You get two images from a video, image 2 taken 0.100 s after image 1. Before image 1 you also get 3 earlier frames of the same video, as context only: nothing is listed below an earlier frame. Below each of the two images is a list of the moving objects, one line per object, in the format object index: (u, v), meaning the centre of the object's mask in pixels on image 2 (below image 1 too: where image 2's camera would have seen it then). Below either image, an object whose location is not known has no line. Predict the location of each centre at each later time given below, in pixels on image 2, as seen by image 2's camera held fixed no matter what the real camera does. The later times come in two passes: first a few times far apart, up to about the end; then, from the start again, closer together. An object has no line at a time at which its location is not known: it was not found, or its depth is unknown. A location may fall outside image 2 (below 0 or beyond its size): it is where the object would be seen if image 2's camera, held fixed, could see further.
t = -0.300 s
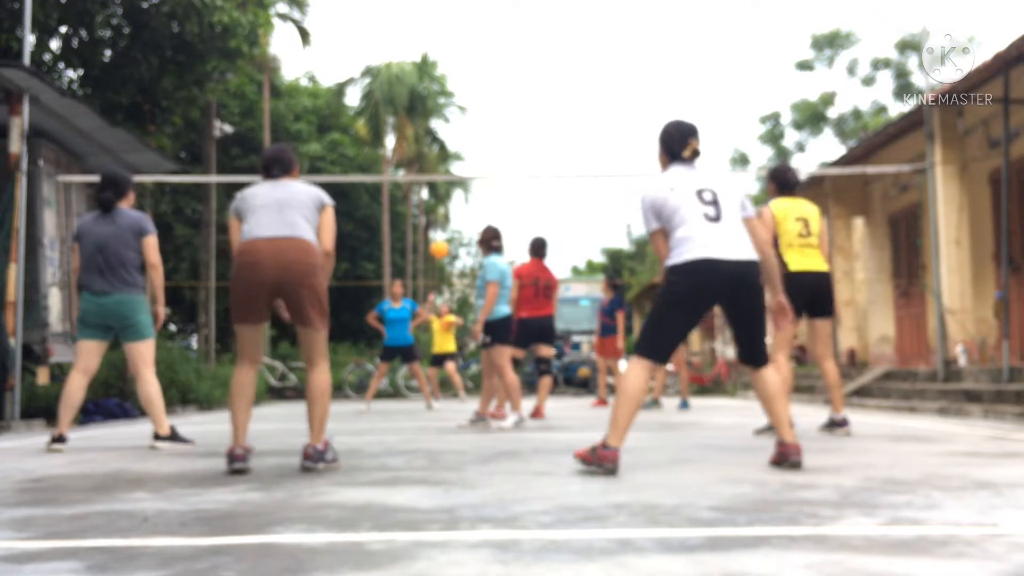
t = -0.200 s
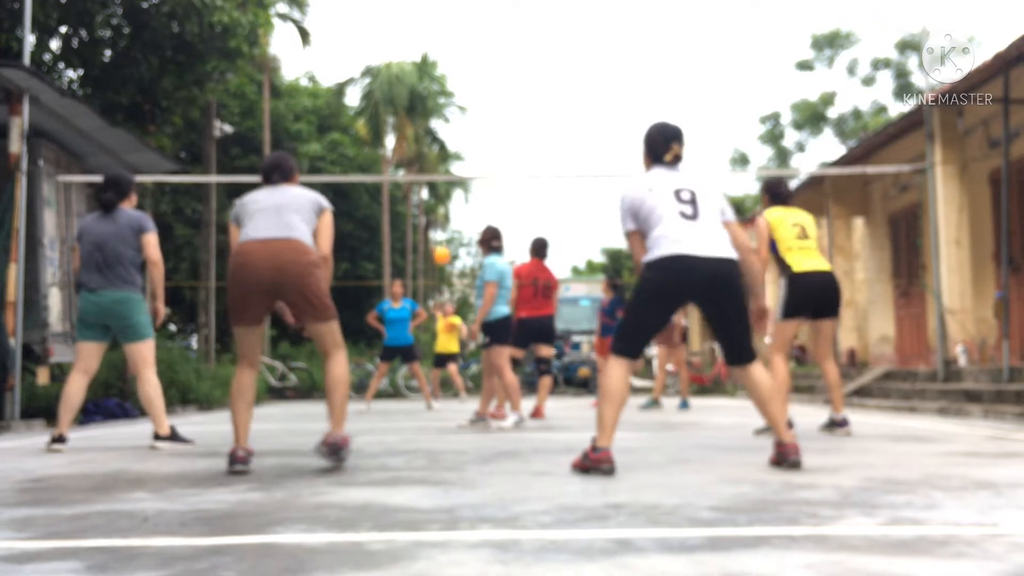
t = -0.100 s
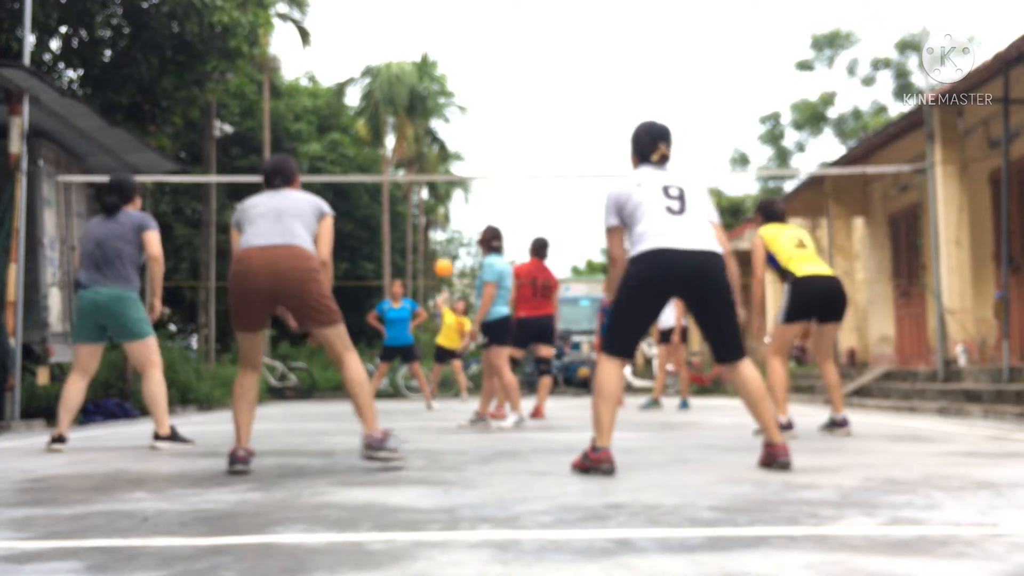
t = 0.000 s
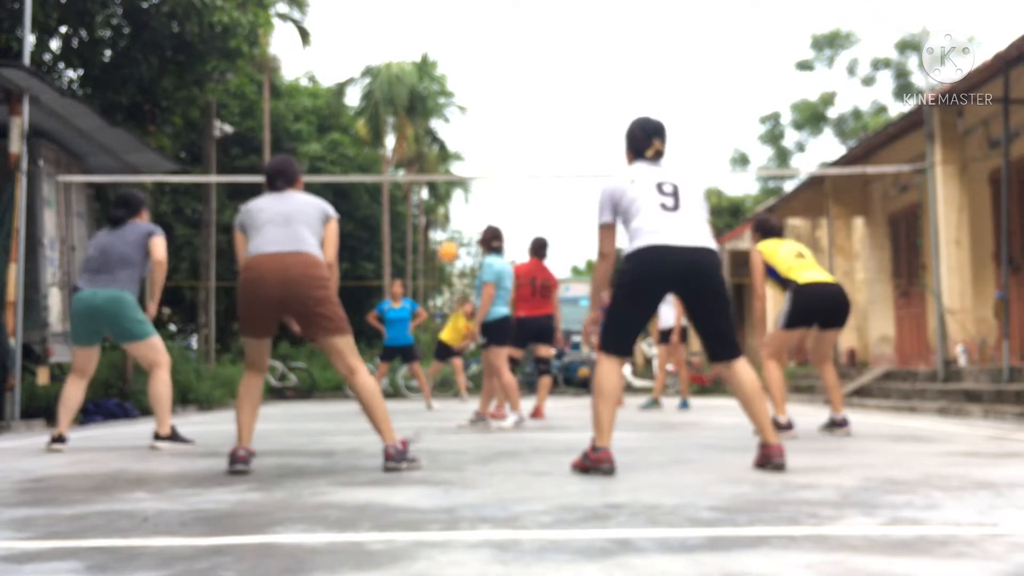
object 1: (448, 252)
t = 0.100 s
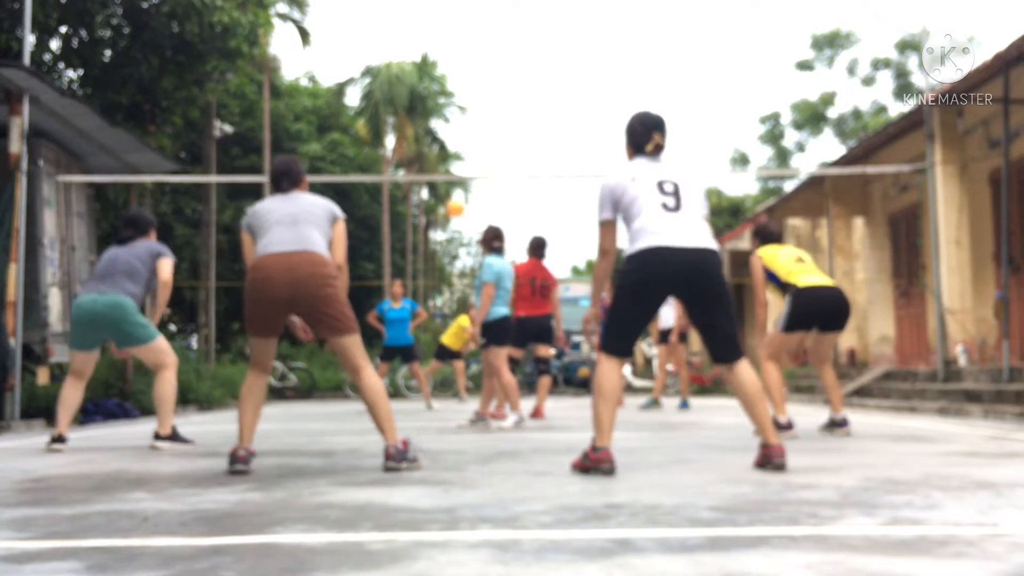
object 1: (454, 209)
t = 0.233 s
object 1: (471, 157)
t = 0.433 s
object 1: (511, 106)
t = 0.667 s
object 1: (583, 109)
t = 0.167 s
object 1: (463, 184)
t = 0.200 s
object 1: (467, 168)
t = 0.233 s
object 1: (471, 157)
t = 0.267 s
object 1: (477, 147)
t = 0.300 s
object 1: (484, 137)
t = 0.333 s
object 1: (491, 128)
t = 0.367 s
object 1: (497, 119)
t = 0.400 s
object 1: (504, 112)
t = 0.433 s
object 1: (511, 106)
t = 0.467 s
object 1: (519, 102)
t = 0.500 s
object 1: (528, 99)
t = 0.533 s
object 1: (537, 97)
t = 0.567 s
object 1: (548, 97)
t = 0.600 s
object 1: (559, 99)
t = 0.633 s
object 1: (571, 102)
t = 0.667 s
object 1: (583, 109)
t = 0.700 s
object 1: (597, 119)
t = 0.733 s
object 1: (613, 131)
